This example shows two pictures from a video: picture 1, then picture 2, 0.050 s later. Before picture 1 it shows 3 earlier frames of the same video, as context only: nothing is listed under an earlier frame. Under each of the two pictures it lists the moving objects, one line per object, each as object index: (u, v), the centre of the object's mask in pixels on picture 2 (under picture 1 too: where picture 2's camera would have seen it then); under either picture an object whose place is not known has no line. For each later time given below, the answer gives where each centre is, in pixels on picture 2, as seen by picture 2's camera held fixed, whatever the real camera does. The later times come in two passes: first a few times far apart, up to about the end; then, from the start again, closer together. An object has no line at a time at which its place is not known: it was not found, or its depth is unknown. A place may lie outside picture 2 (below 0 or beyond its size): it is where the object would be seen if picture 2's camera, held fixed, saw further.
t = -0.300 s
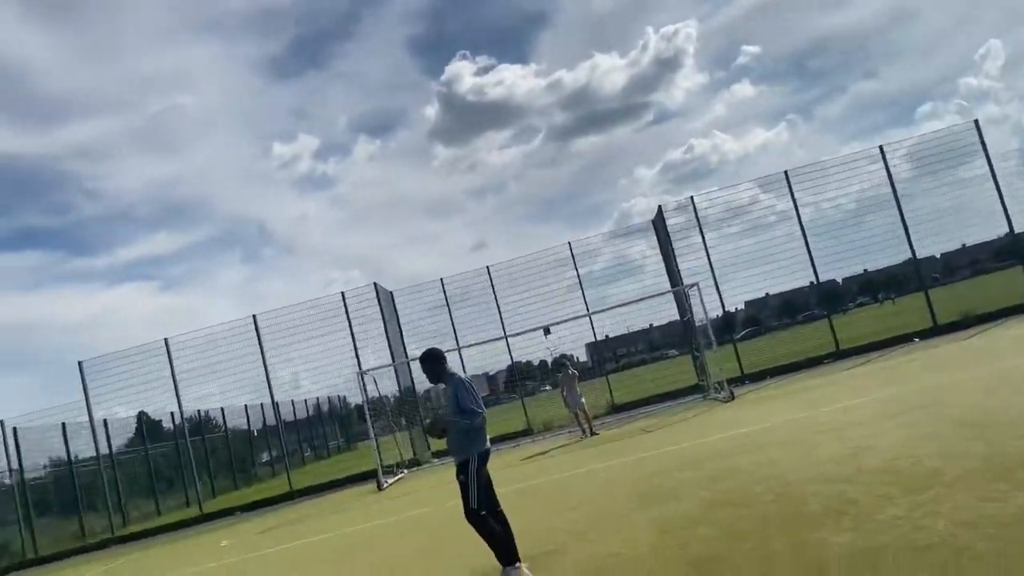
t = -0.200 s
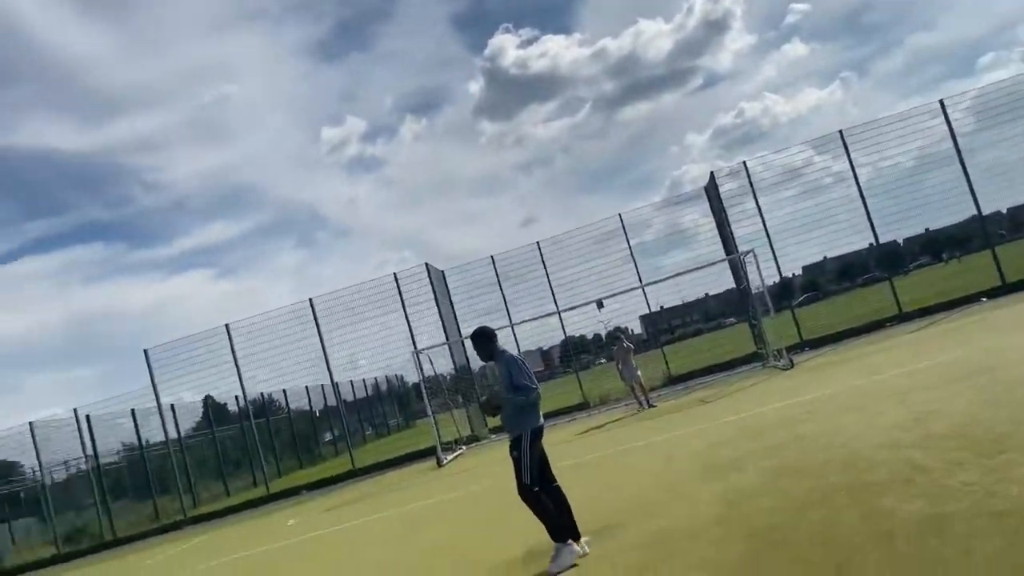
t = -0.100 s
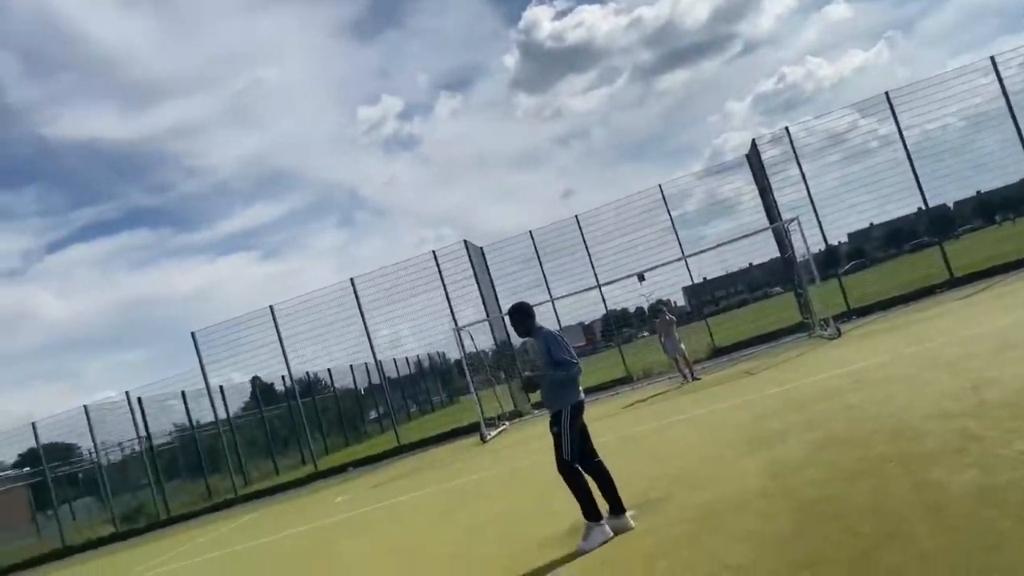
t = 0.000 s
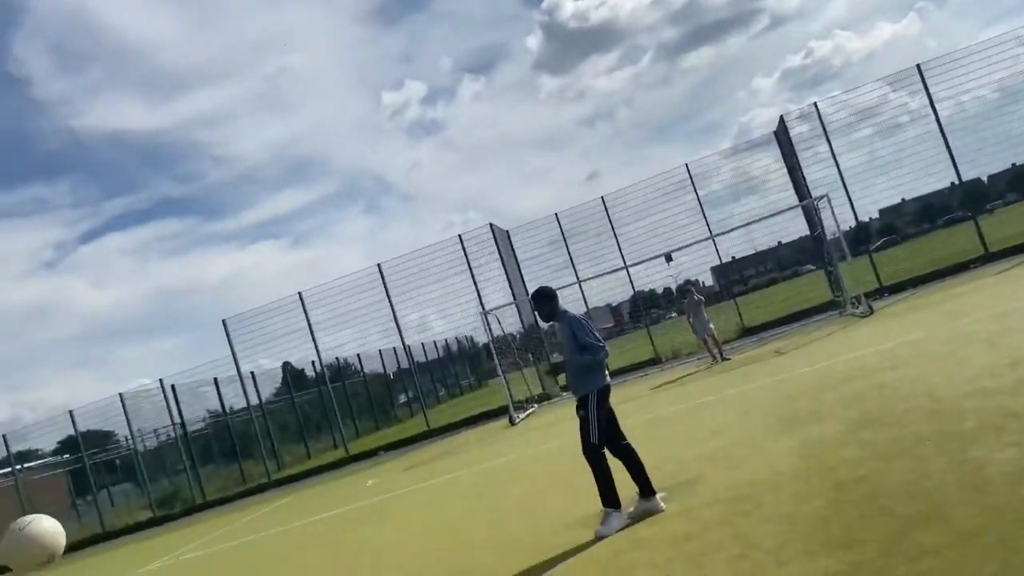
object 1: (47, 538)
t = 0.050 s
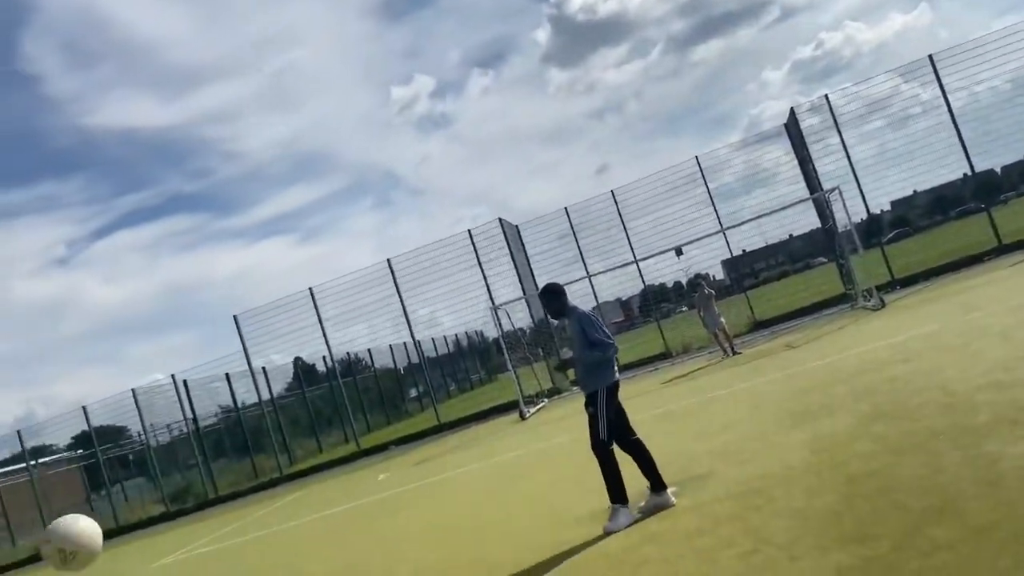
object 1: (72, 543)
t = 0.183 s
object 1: (140, 575)
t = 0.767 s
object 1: (315, 540)
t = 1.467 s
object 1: (434, 533)
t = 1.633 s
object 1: (450, 523)
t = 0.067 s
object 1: (80, 545)
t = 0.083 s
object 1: (88, 549)
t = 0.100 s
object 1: (97, 553)
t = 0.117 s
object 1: (106, 557)
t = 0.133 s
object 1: (114, 561)
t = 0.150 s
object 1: (123, 565)
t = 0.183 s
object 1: (140, 575)
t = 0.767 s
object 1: (315, 540)
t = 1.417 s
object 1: (431, 544)
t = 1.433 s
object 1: (432, 540)
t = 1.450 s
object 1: (433, 536)
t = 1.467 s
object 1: (434, 533)
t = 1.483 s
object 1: (435, 530)
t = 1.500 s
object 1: (437, 528)
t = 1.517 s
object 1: (438, 526)
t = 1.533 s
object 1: (440, 524)
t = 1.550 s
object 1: (441, 523)
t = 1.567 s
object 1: (443, 522)
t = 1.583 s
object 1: (445, 521)
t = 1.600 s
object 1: (446, 521)
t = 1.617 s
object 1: (448, 522)
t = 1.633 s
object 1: (450, 523)
